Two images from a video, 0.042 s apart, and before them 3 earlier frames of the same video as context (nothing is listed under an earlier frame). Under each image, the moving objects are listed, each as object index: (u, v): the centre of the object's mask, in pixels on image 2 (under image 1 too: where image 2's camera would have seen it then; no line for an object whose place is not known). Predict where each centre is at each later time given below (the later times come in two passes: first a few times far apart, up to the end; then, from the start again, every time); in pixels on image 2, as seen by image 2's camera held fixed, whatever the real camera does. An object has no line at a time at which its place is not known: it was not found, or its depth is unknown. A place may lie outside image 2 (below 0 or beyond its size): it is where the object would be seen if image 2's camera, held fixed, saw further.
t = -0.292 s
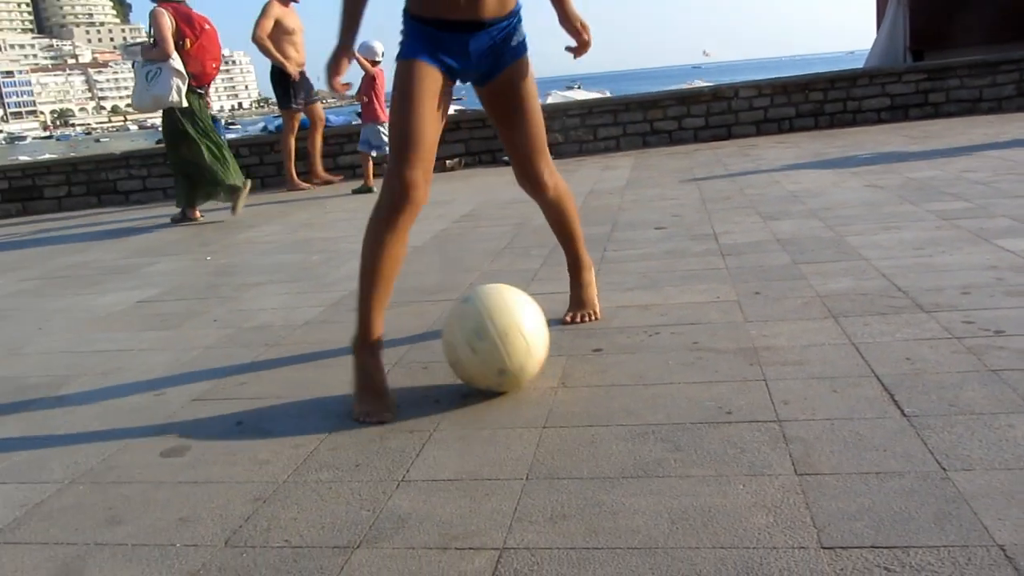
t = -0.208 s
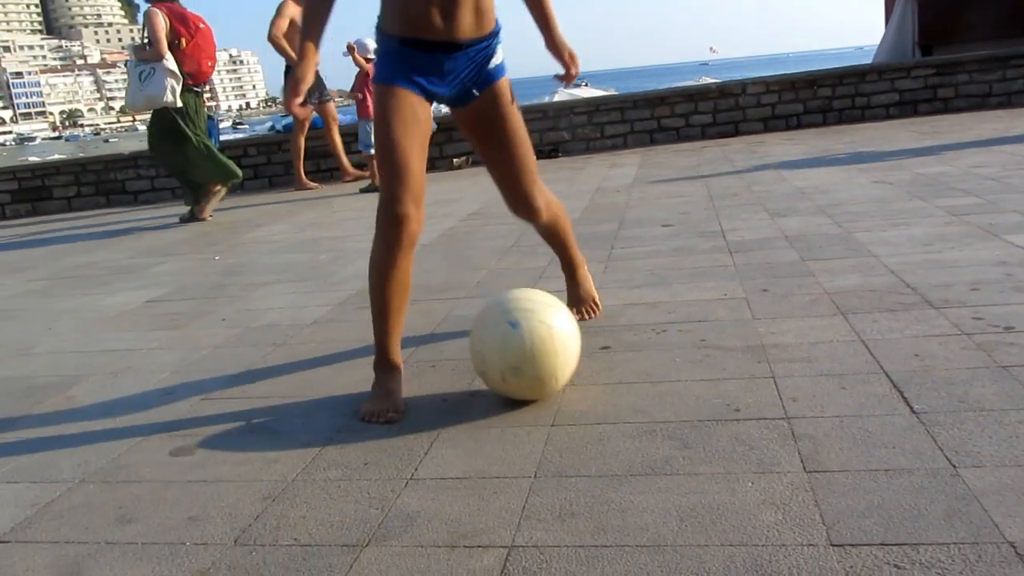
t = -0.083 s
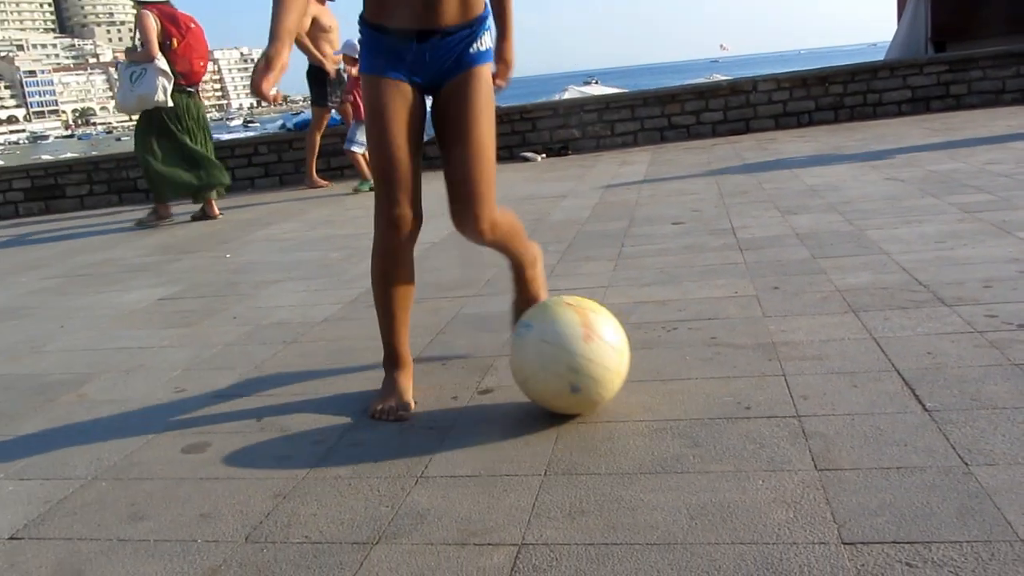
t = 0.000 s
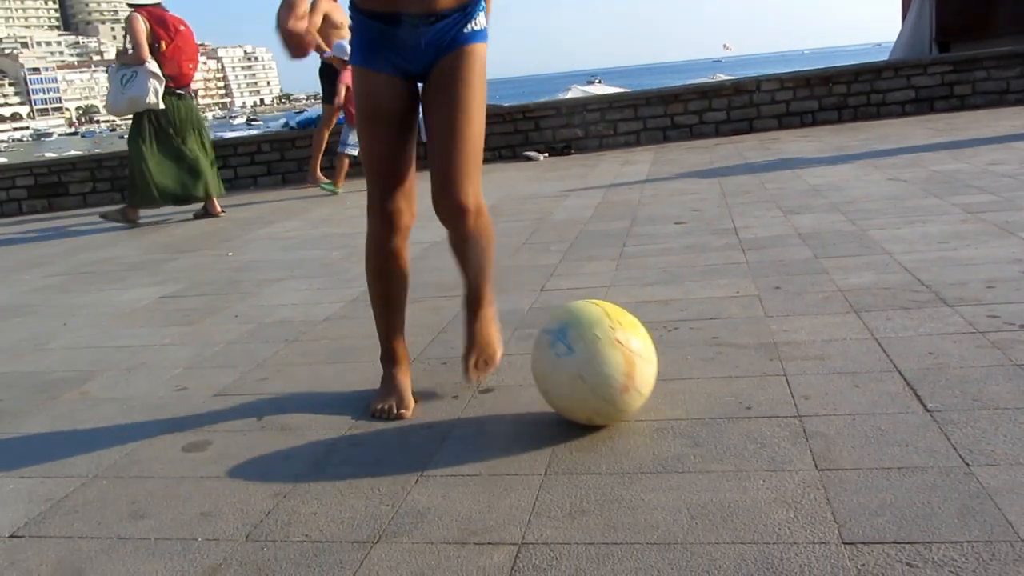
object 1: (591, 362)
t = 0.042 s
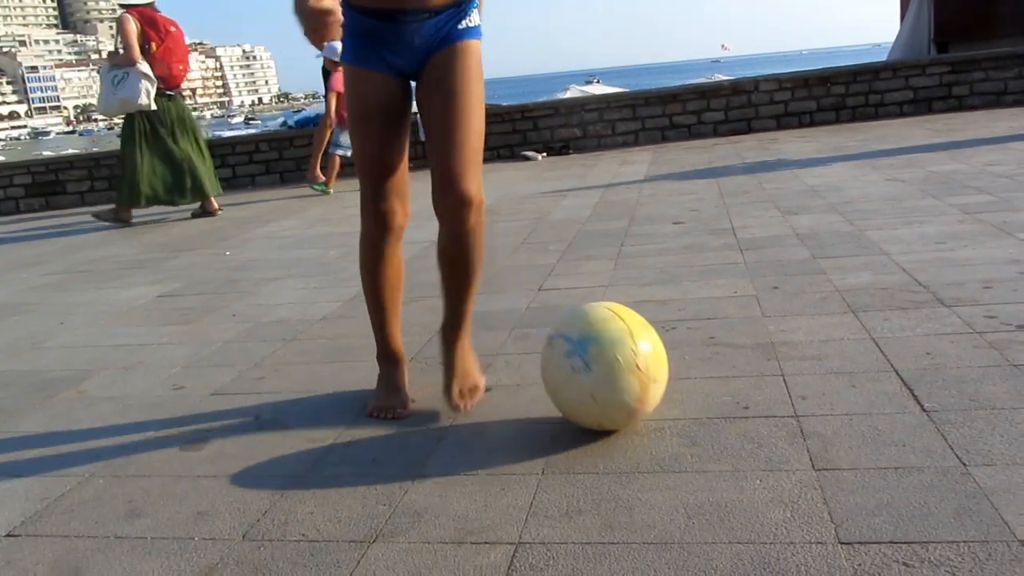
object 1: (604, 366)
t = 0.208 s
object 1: (660, 388)
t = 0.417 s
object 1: (744, 418)
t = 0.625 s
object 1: (848, 452)
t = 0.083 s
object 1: (617, 371)
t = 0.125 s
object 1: (631, 376)
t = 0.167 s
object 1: (645, 382)
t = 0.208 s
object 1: (660, 388)
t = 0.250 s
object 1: (675, 394)
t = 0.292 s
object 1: (692, 400)
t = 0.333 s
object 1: (709, 407)
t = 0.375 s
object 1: (726, 412)
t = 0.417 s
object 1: (744, 418)
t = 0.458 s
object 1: (764, 424)
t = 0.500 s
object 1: (784, 431)
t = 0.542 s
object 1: (805, 438)
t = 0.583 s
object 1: (826, 445)
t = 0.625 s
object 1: (848, 452)
